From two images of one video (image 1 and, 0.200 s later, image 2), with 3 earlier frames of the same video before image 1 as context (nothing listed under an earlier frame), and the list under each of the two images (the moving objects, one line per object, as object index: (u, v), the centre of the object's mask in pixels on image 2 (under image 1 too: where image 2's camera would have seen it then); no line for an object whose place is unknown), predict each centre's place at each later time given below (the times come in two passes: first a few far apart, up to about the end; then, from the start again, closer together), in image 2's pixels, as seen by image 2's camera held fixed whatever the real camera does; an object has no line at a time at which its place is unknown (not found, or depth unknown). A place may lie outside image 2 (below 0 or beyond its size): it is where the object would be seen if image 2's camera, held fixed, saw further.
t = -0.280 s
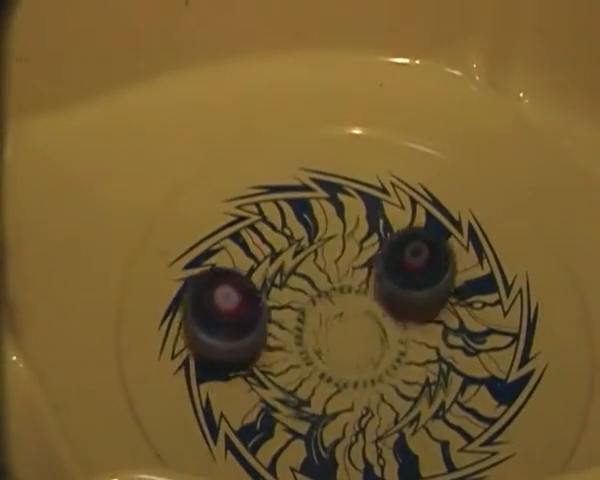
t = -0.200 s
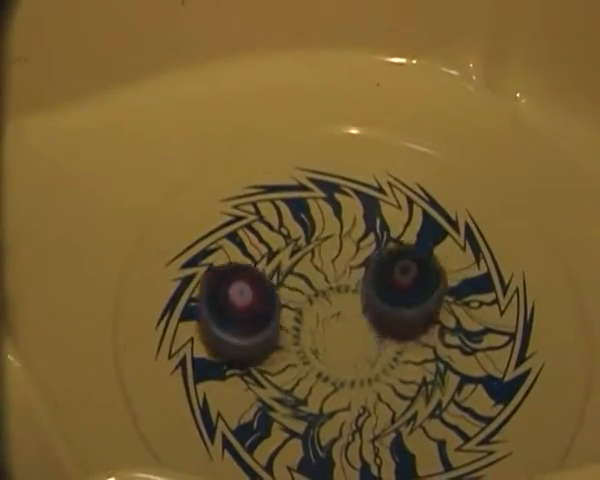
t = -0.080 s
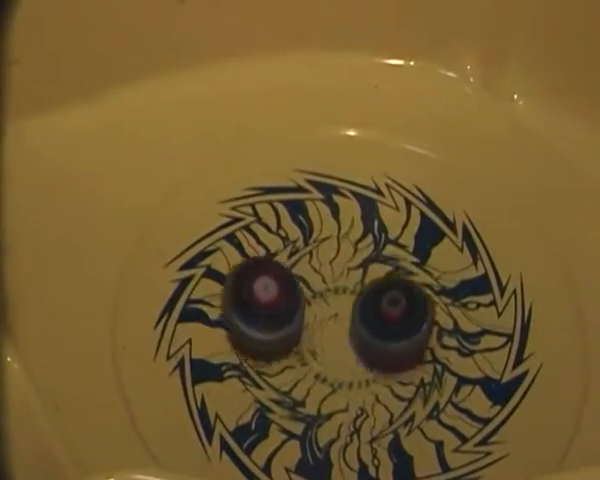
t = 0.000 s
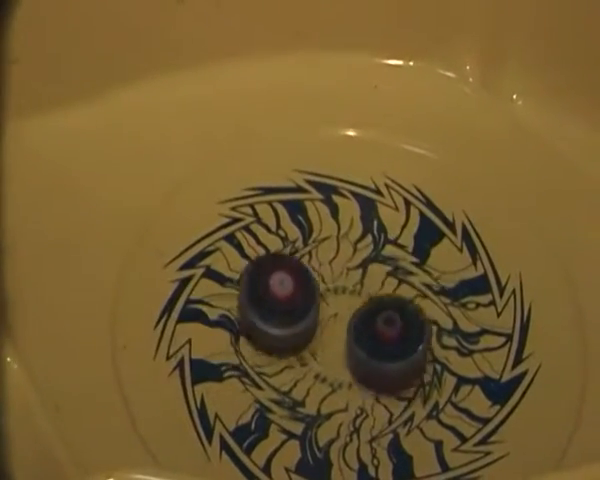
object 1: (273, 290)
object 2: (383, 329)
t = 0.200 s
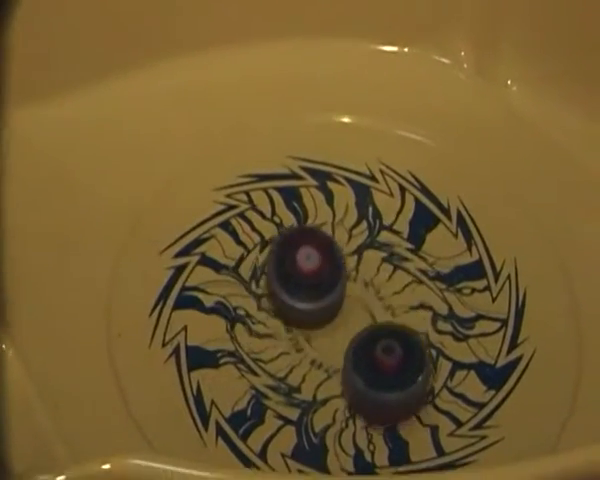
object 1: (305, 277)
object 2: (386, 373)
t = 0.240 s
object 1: (311, 275)
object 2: (388, 379)
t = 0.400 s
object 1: (334, 268)
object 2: (396, 390)
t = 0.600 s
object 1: (358, 265)
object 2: (387, 373)
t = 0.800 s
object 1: (377, 264)
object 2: (351, 340)
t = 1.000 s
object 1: (393, 270)
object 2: (293, 323)
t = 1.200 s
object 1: (402, 280)
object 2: (242, 319)
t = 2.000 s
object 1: (355, 334)
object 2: (297, 263)
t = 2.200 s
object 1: (333, 335)
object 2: (310, 221)
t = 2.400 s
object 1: (312, 329)
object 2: (307, 199)
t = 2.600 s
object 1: (296, 316)
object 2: (309, 208)
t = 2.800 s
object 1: (283, 304)
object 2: (323, 231)
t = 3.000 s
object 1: (197, 399)
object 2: (403, 131)
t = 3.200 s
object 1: (232, 401)
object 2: (374, 131)
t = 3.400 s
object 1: (273, 385)
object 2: (364, 182)
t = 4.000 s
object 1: (352, 305)
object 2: (486, 355)
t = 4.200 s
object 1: (366, 291)
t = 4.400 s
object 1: (377, 281)
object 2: (466, 348)
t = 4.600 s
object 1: (371, 252)
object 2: (406, 367)
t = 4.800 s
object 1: (362, 245)
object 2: (348, 387)
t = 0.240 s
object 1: (311, 275)
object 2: (388, 379)
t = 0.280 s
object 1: (317, 273)
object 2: (390, 385)
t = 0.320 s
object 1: (323, 272)
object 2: (393, 388)
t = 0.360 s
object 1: (329, 270)
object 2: (395, 390)
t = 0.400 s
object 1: (334, 268)
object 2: (396, 390)
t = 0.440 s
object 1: (339, 268)
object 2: (396, 388)
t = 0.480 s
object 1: (344, 266)
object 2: (394, 386)
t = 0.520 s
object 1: (349, 266)
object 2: (393, 383)
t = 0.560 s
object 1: (353, 265)
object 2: (390, 378)
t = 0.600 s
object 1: (358, 265)
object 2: (387, 373)
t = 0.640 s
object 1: (363, 265)
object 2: (382, 367)
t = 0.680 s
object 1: (366, 265)
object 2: (376, 361)
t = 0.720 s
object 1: (370, 265)
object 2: (370, 355)
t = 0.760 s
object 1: (373, 264)
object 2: (361, 348)
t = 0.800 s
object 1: (377, 264)
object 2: (351, 340)
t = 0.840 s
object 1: (382, 263)
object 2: (339, 335)
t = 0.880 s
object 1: (386, 264)
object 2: (328, 331)
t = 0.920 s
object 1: (389, 266)
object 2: (315, 328)
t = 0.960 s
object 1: (391, 268)
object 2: (304, 325)
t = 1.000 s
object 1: (393, 270)
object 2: (293, 323)
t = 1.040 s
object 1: (395, 271)
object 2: (281, 321)
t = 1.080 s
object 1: (396, 273)
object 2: (270, 320)
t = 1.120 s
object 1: (398, 275)
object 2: (261, 319)
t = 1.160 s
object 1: (401, 278)
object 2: (251, 319)
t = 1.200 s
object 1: (402, 280)
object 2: (242, 319)
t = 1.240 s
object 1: (403, 284)
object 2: (234, 318)
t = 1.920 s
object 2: (288, 280)
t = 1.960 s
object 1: (360, 333)
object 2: (293, 271)
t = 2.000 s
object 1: (355, 334)
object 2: (297, 263)
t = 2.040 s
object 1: (351, 334)
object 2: (301, 253)
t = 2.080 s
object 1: (347, 335)
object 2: (304, 245)
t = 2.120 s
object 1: (342, 335)
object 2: (306, 238)
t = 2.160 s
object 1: (337, 335)
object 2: (309, 229)
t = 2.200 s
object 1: (333, 335)
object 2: (310, 221)
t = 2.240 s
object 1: (329, 334)
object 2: (310, 213)
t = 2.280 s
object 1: (324, 333)
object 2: (308, 208)
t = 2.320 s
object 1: (320, 332)
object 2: (307, 203)
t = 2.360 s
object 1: (316, 331)
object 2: (306, 200)
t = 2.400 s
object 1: (312, 329)
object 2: (307, 199)
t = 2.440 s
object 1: (308, 327)
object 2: (307, 199)
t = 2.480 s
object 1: (305, 324)
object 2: (307, 200)
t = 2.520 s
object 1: (302, 322)
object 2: (308, 203)
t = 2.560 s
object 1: (299, 319)
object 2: (308, 205)
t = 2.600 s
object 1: (296, 316)
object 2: (309, 208)
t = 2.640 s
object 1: (294, 313)
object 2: (310, 212)
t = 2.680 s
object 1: (291, 310)
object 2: (312, 217)
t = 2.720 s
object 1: (289, 307)
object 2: (314, 222)
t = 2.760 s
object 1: (287, 305)
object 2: (316, 228)
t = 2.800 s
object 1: (283, 304)
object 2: (323, 231)
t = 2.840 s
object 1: (254, 336)
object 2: (355, 197)
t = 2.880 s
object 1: (226, 362)
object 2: (377, 175)
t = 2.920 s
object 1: (208, 382)
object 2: (393, 156)
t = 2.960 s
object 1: (199, 394)
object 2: (400, 142)
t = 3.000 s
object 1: (197, 399)
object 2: (403, 131)
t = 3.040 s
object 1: (201, 400)
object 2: (403, 121)
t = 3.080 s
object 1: (208, 401)
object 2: (401, 114)
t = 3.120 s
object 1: (214, 401)
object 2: (392, 118)
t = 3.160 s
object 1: (224, 402)
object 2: (382, 124)
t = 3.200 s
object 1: (232, 401)
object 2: (374, 131)
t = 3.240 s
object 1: (241, 399)
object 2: (366, 139)
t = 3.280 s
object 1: (248, 396)
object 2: (362, 148)
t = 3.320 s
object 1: (258, 392)
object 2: (361, 157)
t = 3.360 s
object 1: (265, 389)
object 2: (362, 168)
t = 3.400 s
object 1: (273, 385)
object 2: (364, 182)
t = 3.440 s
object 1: (281, 379)
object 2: (366, 194)
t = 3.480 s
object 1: (288, 374)
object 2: (369, 207)
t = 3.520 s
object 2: (374, 222)
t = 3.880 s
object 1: (341, 318)
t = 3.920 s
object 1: (345, 314)
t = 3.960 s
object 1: (348, 309)
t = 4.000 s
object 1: (352, 305)
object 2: (486, 355)
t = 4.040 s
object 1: (355, 302)
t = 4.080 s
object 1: (358, 299)
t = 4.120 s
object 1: (361, 296)
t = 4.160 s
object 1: (364, 293)
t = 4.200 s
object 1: (366, 291)
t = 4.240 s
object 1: (369, 288)
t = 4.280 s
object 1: (371, 286)
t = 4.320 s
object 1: (373, 285)
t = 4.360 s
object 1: (375, 282)
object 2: (475, 351)
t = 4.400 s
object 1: (377, 281)
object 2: (466, 348)
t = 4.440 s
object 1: (379, 280)
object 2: (452, 347)
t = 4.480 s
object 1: (380, 278)
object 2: (438, 346)
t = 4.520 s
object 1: (380, 275)
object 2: (425, 349)
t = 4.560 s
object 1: (375, 261)
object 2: (416, 360)
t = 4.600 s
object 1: (371, 252)
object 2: (406, 367)
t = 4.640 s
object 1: (369, 248)
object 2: (395, 371)
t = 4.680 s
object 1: (367, 246)
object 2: (383, 376)
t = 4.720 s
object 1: (366, 244)
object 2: (371, 381)
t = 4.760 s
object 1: (364, 244)
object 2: (359, 384)
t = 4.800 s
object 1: (362, 245)
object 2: (348, 387)
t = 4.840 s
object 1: (360, 246)
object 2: (336, 389)
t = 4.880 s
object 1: (358, 248)
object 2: (325, 391)
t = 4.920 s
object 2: (314, 392)
